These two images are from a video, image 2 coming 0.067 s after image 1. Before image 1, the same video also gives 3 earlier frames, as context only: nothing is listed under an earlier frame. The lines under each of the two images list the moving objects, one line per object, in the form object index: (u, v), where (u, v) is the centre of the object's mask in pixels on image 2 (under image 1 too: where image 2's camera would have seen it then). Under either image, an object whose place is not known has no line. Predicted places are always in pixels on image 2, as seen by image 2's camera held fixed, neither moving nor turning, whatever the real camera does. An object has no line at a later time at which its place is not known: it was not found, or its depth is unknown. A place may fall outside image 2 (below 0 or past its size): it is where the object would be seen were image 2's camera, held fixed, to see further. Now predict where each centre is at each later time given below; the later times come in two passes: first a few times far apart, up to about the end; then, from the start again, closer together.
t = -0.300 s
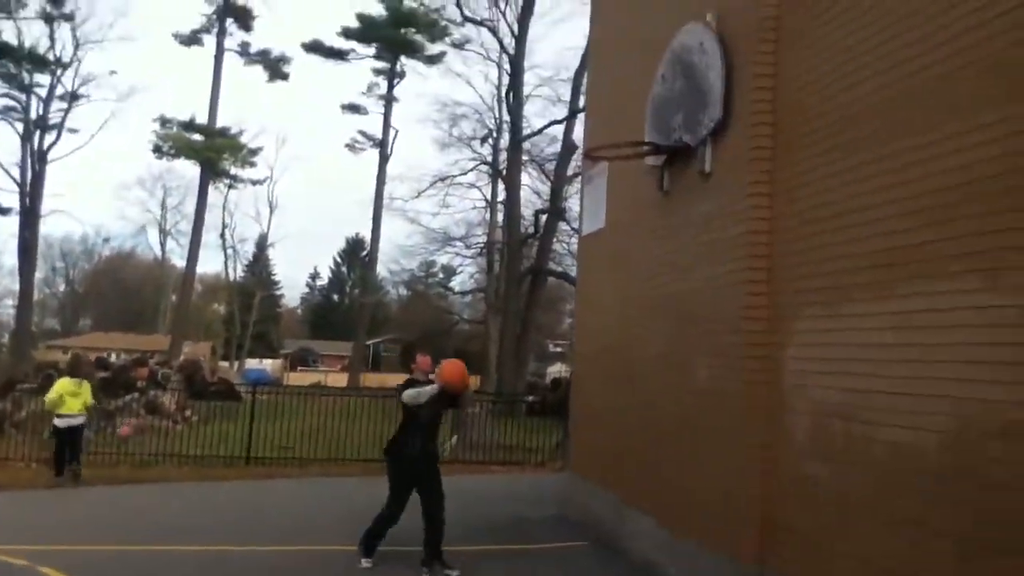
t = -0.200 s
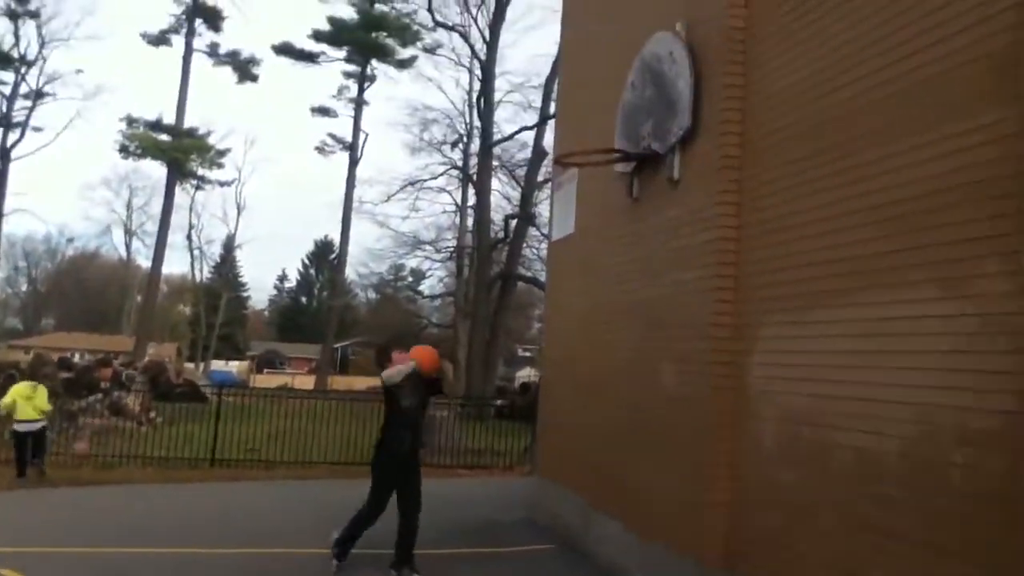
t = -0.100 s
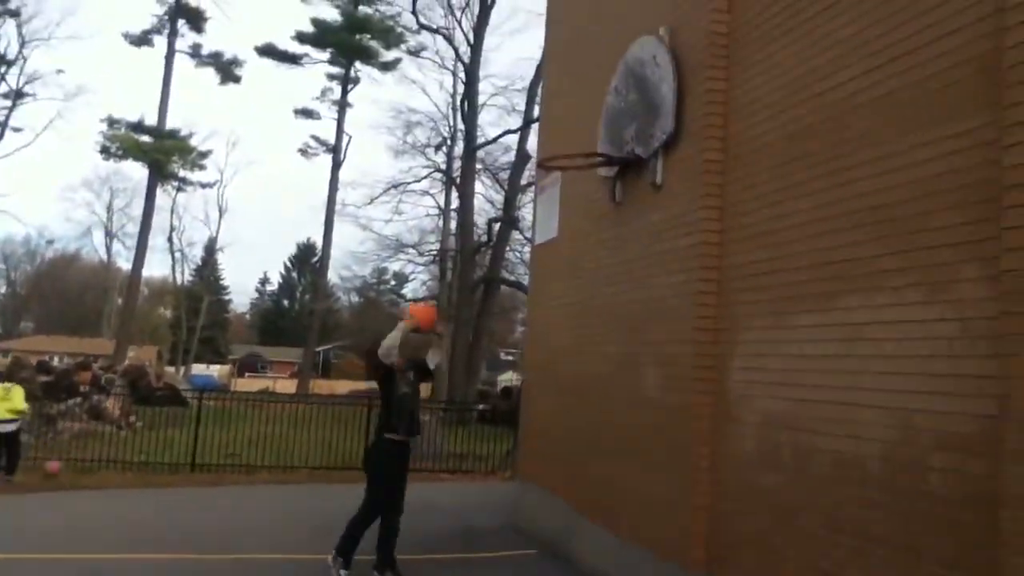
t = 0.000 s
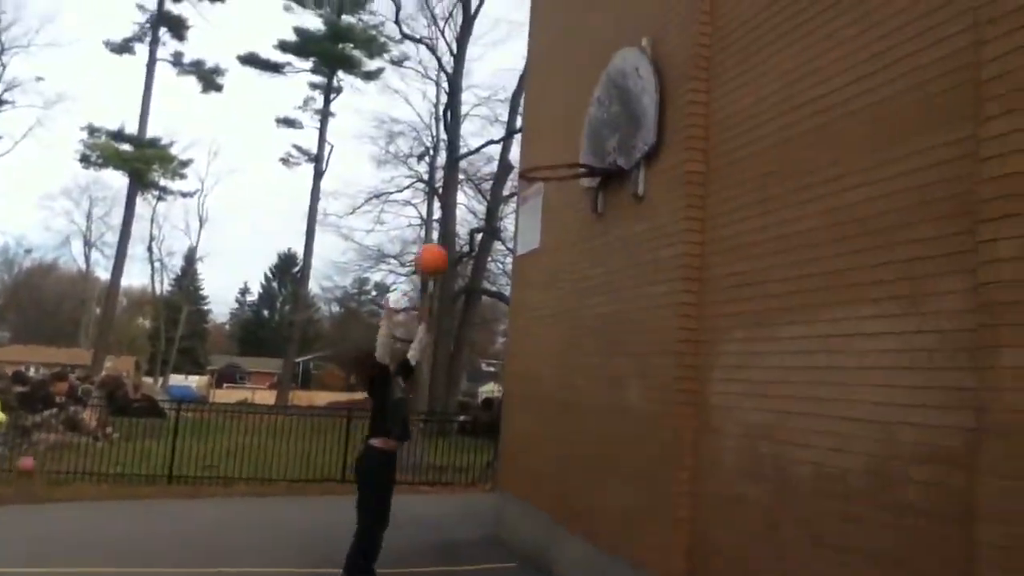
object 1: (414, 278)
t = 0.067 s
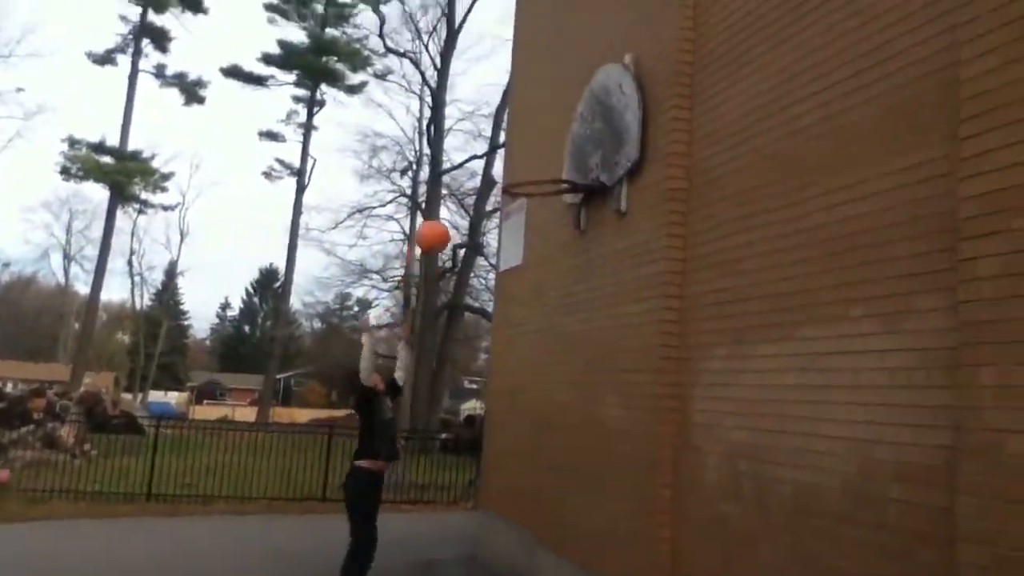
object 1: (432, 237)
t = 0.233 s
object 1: (474, 168)
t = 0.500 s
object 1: (536, 137)
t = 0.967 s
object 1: (541, 190)
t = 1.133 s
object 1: (517, 258)
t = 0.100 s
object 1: (442, 221)
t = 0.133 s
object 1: (450, 204)
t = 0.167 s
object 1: (458, 191)
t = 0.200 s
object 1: (465, 180)
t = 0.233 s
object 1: (474, 168)
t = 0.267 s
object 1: (483, 158)
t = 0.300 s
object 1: (491, 151)
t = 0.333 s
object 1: (499, 147)
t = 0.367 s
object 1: (507, 143)
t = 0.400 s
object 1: (516, 141)
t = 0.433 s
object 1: (523, 138)
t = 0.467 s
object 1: (529, 137)
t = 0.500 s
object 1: (536, 137)
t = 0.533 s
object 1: (544, 140)
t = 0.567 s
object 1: (552, 145)
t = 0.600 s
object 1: (561, 151)
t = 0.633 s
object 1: (568, 159)
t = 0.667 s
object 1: (574, 167)
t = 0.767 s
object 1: (565, 165)
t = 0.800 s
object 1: (563, 164)
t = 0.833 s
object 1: (560, 165)
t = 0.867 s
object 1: (556, 168)
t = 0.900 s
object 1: (550, 171)
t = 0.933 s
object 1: (547, 174)
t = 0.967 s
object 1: (541, 190)
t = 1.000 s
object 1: (537, 202)
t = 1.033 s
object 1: (533, 210)
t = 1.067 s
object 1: (527, 225)
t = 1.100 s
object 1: (522, 240)
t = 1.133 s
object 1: (517, 258)
